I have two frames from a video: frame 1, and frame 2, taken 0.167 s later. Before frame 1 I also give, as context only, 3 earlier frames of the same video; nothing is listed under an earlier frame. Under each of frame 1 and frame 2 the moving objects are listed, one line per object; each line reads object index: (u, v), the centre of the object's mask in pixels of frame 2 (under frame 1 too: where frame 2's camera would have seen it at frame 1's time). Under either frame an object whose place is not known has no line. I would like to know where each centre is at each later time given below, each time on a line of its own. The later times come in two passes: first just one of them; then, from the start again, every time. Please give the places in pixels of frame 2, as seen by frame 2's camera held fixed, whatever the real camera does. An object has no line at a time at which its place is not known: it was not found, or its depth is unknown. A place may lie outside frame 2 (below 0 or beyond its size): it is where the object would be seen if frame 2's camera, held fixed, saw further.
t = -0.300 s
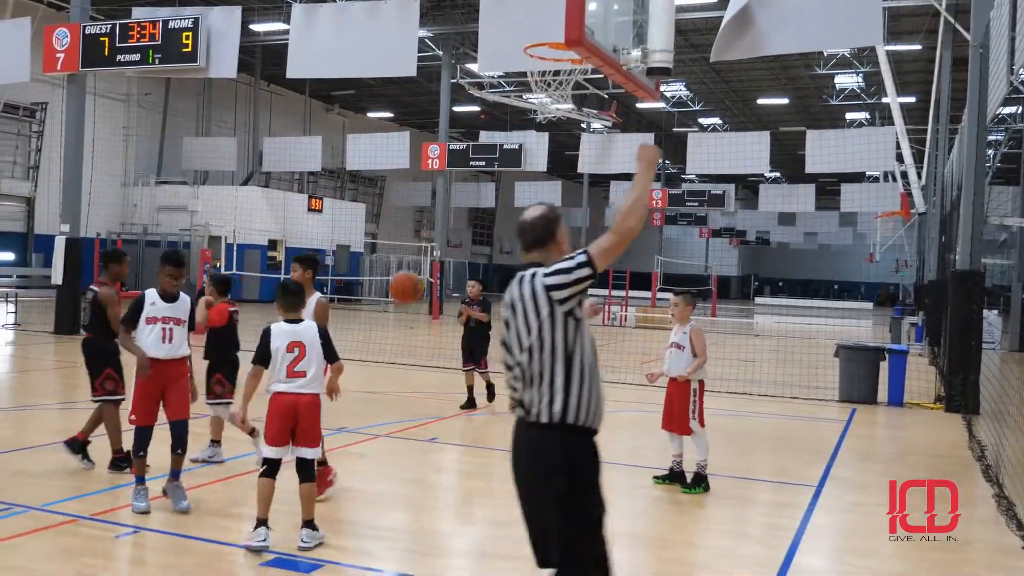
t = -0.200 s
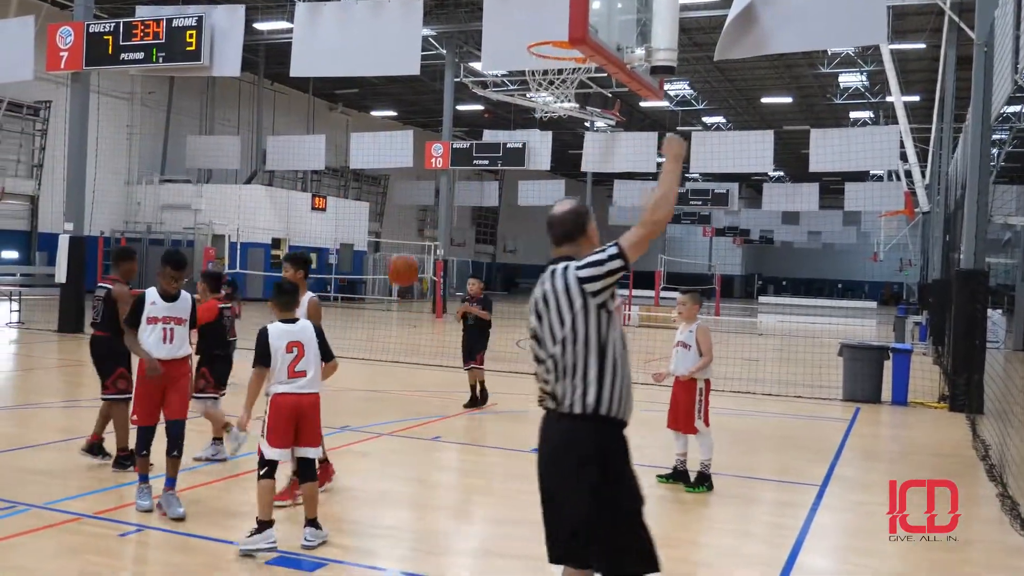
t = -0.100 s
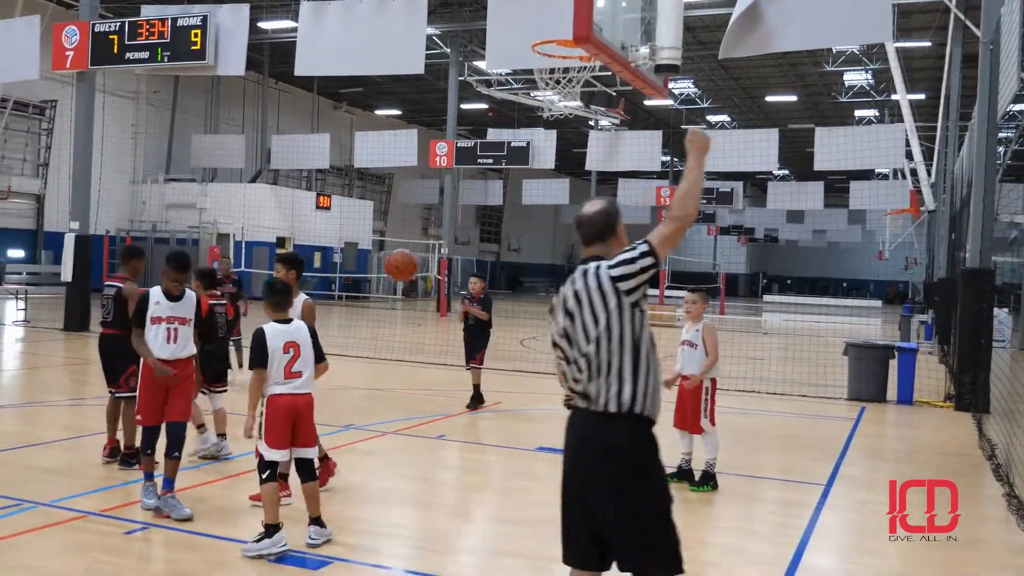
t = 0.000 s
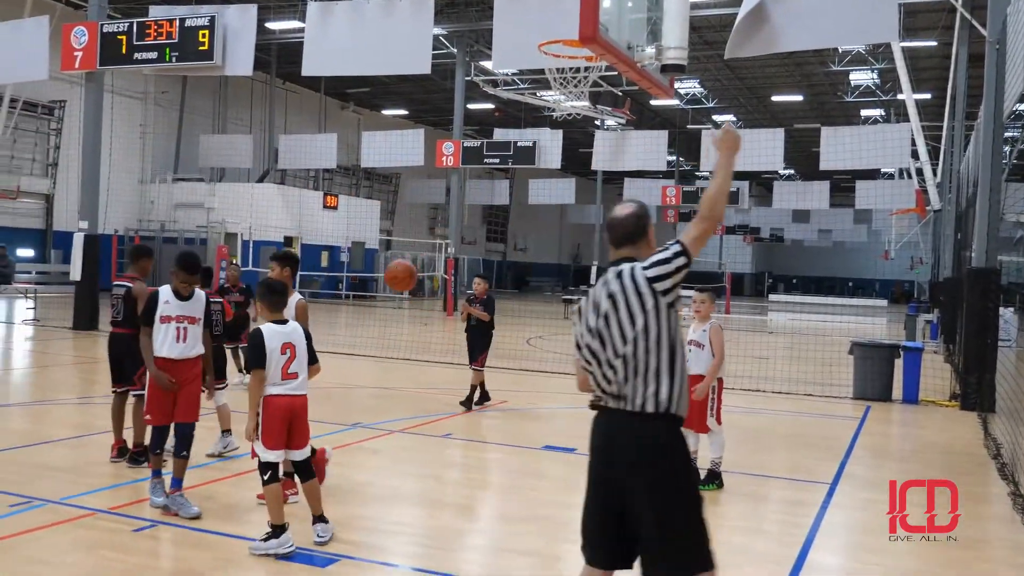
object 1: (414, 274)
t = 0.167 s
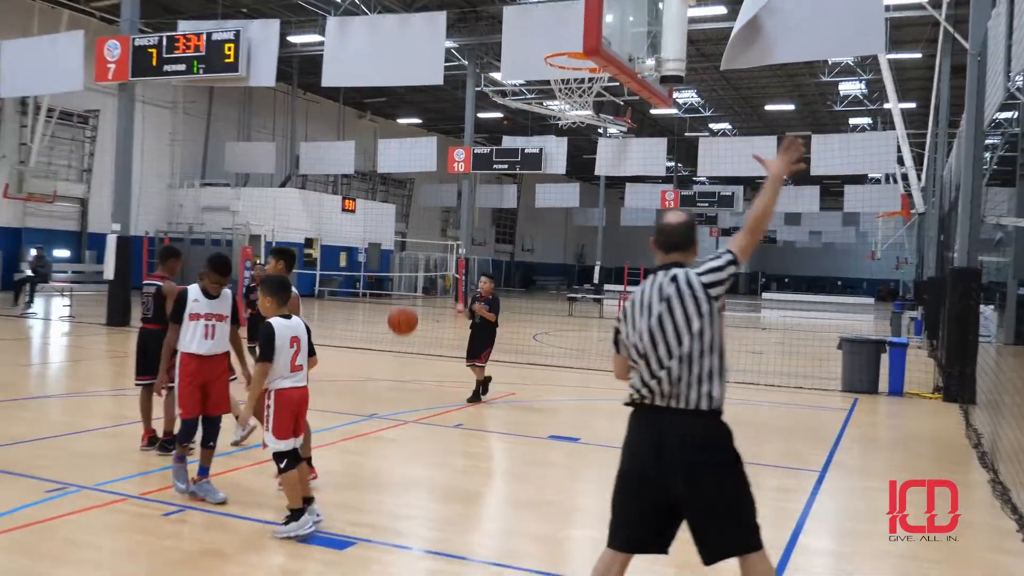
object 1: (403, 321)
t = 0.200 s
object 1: (401, 334)
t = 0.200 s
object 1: (401, 334)
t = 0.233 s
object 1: (398, 347)
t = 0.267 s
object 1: (395, 364)
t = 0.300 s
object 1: (392, 381)
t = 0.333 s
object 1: (390, 399)
